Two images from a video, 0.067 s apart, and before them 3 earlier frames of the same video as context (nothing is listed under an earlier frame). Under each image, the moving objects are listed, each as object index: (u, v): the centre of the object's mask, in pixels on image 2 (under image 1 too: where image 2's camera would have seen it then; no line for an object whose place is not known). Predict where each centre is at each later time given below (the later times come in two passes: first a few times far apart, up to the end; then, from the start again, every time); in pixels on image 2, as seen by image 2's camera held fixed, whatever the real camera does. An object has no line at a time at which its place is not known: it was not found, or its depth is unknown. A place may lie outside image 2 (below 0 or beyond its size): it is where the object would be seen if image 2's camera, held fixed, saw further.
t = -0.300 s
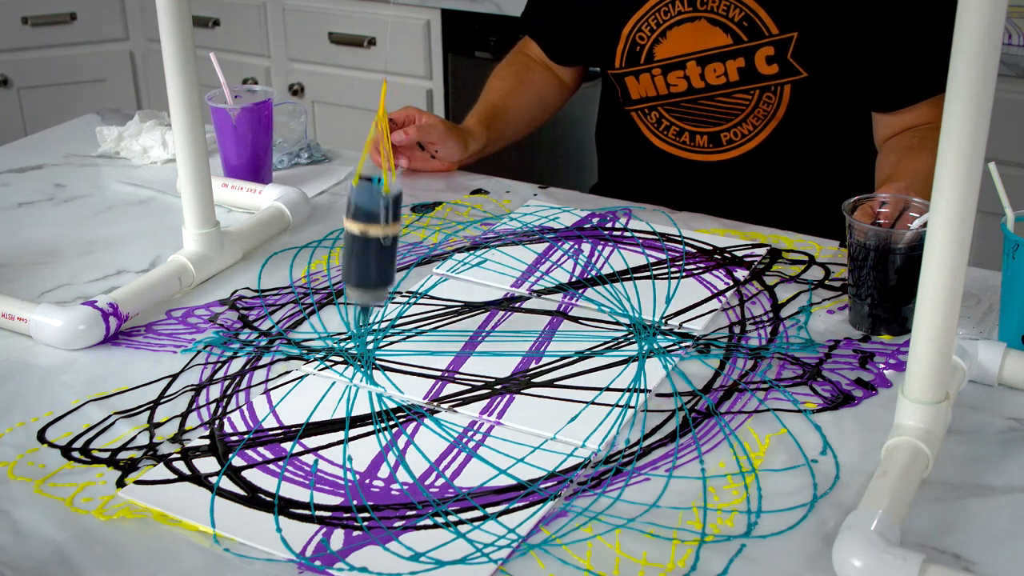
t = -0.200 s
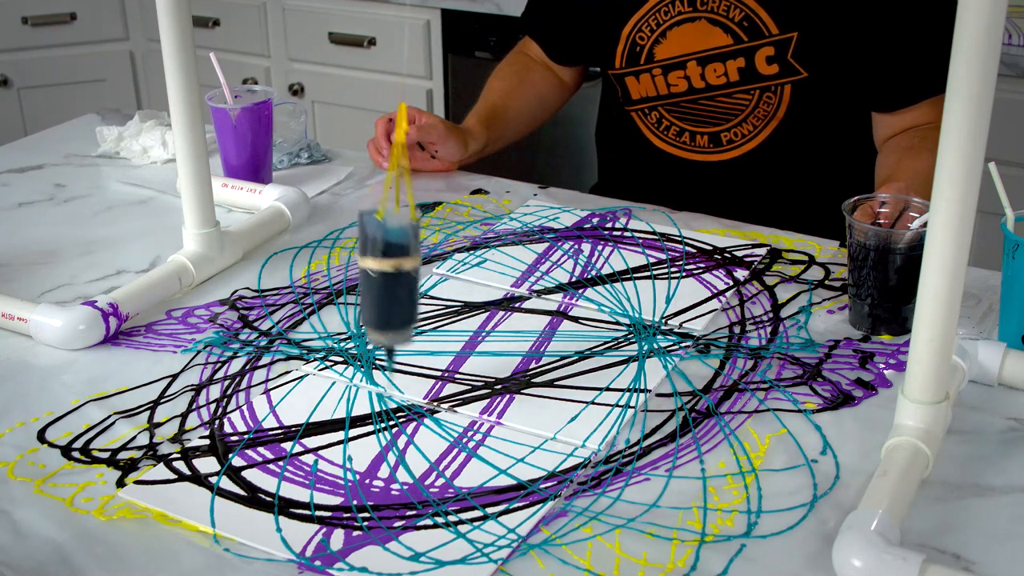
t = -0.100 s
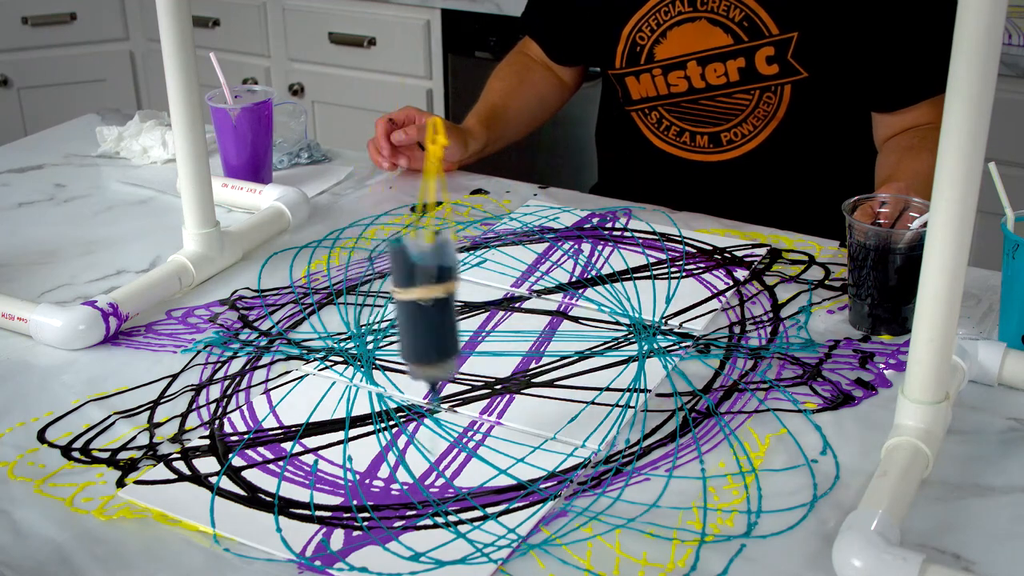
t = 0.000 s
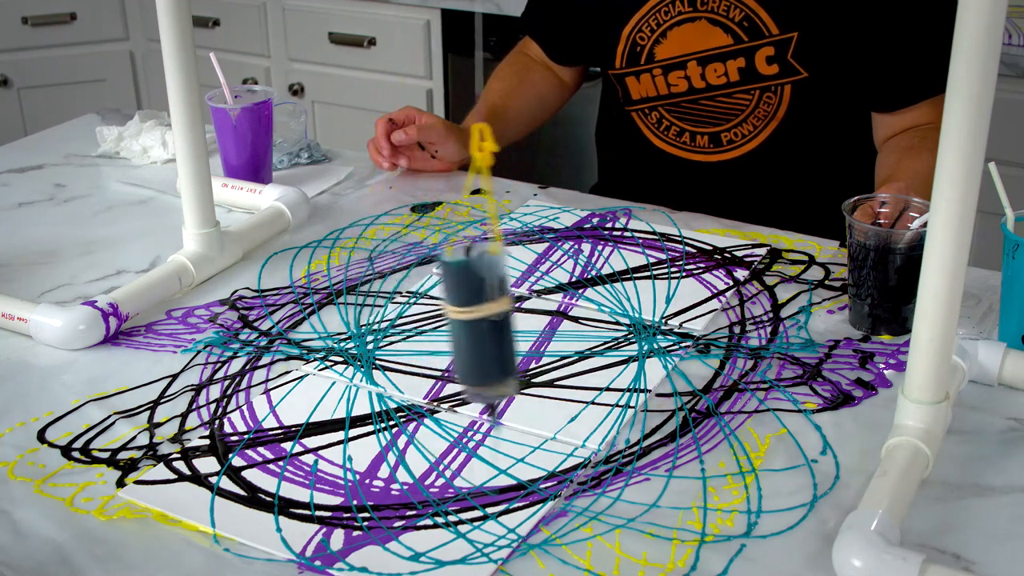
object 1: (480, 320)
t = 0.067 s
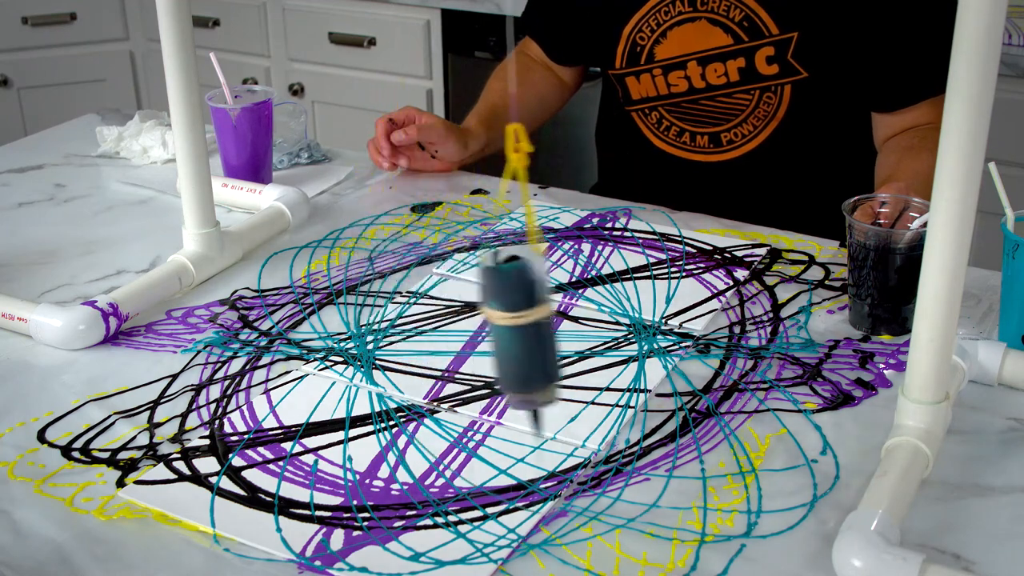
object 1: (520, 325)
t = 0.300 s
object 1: (645, 310)
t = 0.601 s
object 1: (646, 234)
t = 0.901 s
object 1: (523, 144)
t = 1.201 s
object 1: (401, 126)
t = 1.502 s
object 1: (360, 213)
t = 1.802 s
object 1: (464, 310)
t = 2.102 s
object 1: (643, 311)
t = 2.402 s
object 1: (667, 249)
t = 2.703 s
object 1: (545, 164)
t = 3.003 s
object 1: (404, 129)
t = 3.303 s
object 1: (343, 194)
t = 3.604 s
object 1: (438, 291)
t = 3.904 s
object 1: (636, 311)
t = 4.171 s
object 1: (695, 267)
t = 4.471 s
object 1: (589, 189)
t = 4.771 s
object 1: (433, 133)
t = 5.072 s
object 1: (334, 168)
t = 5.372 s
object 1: (388, 263)
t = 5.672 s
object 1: (592, 310)
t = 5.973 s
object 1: (710, 272)
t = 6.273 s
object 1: (622, 205)
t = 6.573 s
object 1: (453, 149)
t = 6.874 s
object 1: (330, 159)
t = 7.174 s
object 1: (357, 256)
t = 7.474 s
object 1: (556, 304)
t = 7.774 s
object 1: (715, 274)
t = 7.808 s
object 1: (719, 268)
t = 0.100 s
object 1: (541, 326)
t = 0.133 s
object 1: (563, 323)
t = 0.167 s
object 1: (582, 322)
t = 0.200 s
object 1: (601, 320)
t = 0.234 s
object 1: (619, 319)
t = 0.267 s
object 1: (633, 315)
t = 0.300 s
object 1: (645, 310)
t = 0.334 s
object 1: (655, 303)
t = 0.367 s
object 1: (663, 297)
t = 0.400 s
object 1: (667, 287)
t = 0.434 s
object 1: (669, 282)
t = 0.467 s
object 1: (668, 273)
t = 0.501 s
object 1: (666, 265)
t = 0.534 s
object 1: (661, 256)
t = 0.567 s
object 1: (655, 246)
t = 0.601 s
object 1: (646, 234)
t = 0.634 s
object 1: (635, 224)
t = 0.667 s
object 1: (624, 213)
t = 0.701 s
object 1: (611, 202)
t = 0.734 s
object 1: (598, 191)
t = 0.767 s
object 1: (583, 181)
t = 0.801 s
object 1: (569, 170)
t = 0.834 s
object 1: (554, 160)
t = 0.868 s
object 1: (538, 150)
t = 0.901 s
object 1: (523, 144)
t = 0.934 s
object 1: (507, 137)
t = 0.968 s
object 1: (492, 130)
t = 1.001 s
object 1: (477, 125)
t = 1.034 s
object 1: (464, 122)
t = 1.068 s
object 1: (451, 118)
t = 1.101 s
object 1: (437, 119)
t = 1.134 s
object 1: (424, 119)
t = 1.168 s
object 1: (412, 121)
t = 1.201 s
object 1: (401, 126)
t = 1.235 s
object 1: (391, 132)
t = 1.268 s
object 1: (382, 137)
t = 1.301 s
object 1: (375, 147)
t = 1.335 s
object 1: (369, 155)
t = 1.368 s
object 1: (364, 166)
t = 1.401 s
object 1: (360, 177)
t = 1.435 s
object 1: (358, 189)
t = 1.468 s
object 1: (358, 201)
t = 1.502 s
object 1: (360, 213)
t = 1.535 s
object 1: (363, 224)
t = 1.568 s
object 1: (369, 237)
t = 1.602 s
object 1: (376, 250)
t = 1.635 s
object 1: (386, 265)
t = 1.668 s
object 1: (397, 277)
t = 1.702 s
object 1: (411, 288)
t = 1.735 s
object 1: (428, 296)
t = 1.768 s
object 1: (445, 304)
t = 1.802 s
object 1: (464, 310)
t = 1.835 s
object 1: (485, 316)
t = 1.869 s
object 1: (505, 319)
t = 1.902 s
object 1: (527, 320)
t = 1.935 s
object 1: (549, 321)
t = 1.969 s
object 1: (570, 321)
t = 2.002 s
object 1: (591, 320)
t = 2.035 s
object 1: (610, 319)
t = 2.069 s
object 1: (627, 314)
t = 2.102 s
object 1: (643, 311)
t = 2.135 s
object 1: (656, 308)
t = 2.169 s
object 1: (667, 304)
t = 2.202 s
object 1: (674, 298)
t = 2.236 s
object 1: (679, 290)
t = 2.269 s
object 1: (682, 282)
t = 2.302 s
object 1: (682, 274)
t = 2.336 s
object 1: (680, 266)
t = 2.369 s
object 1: (675, 258)
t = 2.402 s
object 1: (667, 249)
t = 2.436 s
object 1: (659, 239)
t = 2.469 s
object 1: (648, 229)
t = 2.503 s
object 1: (636, 219)
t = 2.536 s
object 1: (623, 209)
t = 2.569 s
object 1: (609, 198)
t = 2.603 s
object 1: (594, 189)
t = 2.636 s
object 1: (578, 181)
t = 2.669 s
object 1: (562, 172)
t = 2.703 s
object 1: (545, 164)
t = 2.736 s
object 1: (529, 156)
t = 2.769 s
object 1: (512, 149)
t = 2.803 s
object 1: (496, 143)
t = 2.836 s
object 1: (479, 136)
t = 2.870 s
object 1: (464, 132)
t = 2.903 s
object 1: (449, 129)
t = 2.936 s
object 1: (434, 126)
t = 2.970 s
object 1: (419, 127)
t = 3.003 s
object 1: (404, 129)
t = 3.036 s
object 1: (392, 132)
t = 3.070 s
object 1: (381, 133)
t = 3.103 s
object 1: (371, 138)
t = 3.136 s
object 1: (362, 145)
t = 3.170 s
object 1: (355, 152)
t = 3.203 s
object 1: (350, 161)
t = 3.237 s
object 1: (346, 173)
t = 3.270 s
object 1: (343, 183)
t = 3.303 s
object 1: (343, 194)
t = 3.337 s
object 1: (345, 206)
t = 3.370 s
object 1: (348, 223)
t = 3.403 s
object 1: (354, 237)
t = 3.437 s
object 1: (363, 246)
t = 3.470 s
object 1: (372, 263)
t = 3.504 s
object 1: (387, 270)
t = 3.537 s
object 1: (402, 280)
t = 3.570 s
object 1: (419, 283)
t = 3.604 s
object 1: (438, 291)
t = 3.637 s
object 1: (459, 299)
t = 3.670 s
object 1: (481, 306)
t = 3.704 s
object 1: (504, 313)
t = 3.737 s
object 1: (528, 316)
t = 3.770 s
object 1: (551, 317)
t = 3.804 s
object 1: (573, 316)
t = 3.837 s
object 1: (595, 316)
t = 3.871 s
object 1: (617, 314)
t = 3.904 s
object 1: (636, 311)
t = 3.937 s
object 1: (652, 308)
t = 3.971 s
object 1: (666, 303)
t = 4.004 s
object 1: (678, 298)
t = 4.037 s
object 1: (688, 294)
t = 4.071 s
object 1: (694, 288)
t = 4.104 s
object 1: (697, 281)
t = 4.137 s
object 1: (697, 275)
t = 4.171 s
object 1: (695, 267)
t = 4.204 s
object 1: (690, 260)
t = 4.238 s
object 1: (683, 250)
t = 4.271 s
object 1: (674, 242)
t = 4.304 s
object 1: (664, 234)
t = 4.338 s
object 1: (651, 225)
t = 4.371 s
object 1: (636, 216)
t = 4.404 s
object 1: (621, 207)
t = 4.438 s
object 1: (605, 198)
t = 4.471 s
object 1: (589, 189)
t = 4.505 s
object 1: (572, 180)
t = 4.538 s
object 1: (555, 171)
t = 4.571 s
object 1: (536, 165)
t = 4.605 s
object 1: (518, 158)
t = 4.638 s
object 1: (501, 154)
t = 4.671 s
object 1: (483, 147)
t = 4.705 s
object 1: (466, 142)
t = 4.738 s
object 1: (448, 138)
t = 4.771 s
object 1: (433, 133)
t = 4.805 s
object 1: (416, 135)
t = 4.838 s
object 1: (401, 135)
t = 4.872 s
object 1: (387, 136)
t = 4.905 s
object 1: (375, 138)
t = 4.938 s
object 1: (363, 143)
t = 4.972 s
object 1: (353, 148)
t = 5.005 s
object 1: (345, 152)
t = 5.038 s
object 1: (339, 159)
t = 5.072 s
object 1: (334, 168)
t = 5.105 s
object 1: (331, 179)
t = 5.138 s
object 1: (330, 189)
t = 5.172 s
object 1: (331, 200)
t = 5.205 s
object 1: (334, 214)
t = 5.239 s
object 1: (340, 222)
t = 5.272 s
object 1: (350, 229)
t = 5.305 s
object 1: (360, 246)
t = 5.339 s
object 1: (373, 254)
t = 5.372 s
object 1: (388, 263)
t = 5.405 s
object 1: (406, 273)
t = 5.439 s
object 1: (426, 282)
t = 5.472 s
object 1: (448, 289)
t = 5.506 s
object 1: (470, 297)
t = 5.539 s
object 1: (494, 303)
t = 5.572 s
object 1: (519, 309)
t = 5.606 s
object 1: (544, 311)
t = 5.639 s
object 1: (568, 311)
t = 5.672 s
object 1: (592, 310)
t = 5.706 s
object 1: (614, 309)
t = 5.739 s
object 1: (636, 306)
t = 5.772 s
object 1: (654, 303)
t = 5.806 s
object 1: (671, 300)
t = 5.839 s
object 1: (684, 293)
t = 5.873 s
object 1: (695, 290)
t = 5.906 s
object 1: (703, 284)
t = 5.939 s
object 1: (708, 277)
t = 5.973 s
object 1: (710, 272)
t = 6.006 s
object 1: (709, 265)
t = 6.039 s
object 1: (705, 258)
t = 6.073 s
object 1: (699, 250)
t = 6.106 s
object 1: (691, 243)
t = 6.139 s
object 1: (681, 236)
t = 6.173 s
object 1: (668, 228)
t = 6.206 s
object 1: (654, 220)
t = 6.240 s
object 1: (638, 212)
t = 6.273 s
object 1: (622, 205)
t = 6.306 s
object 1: (604, 196)
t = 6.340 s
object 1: (586, 189)
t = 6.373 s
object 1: (567, 182)
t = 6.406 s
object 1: (548, 174)
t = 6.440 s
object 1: (529, 169)
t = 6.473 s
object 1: (510, 165)
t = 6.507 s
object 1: (490, 157)
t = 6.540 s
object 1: (471, 153)
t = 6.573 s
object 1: (453, 149)
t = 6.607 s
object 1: (434, 147)
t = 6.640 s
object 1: (416, 144)
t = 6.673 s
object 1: (400, 144)
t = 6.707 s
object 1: (384, 144)
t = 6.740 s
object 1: (370, 146)
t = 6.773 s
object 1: (357, 148)
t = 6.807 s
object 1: (347, 151)
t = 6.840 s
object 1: (338, 154)
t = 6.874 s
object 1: (330, 159)
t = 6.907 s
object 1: (324, 165)
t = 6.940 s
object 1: (320, 176)
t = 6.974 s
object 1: (318, 185)
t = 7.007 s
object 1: (319, 195)
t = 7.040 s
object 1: (321, 210)
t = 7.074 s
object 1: (327, 222)
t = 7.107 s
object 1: (334, 234)
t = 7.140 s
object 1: (344, 245)
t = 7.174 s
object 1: (357, 256)
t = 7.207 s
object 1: (373, 265)
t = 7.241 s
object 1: (392, 266)
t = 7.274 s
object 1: (411, 275)
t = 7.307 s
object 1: (432, 282)
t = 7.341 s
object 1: (456, 291)
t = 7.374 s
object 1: (481, 298)
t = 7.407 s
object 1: (505, 301)
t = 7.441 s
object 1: (531, 302)
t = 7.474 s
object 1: (556, 304)
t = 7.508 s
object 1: (581, 303)
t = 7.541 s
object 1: (606, 304)
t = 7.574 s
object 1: (628, 301)
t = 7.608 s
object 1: (649, 299)
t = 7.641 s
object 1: (667, 296)
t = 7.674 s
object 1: (684, 292)
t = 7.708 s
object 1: (697, 285)
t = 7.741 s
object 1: (707, 279)
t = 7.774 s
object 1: (715, 274)
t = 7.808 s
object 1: (719, 268)
